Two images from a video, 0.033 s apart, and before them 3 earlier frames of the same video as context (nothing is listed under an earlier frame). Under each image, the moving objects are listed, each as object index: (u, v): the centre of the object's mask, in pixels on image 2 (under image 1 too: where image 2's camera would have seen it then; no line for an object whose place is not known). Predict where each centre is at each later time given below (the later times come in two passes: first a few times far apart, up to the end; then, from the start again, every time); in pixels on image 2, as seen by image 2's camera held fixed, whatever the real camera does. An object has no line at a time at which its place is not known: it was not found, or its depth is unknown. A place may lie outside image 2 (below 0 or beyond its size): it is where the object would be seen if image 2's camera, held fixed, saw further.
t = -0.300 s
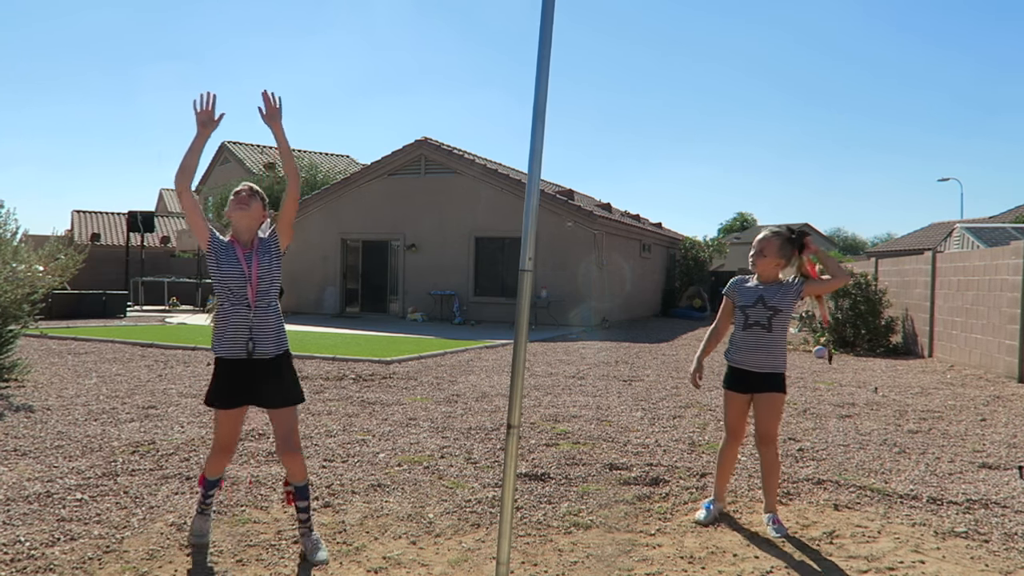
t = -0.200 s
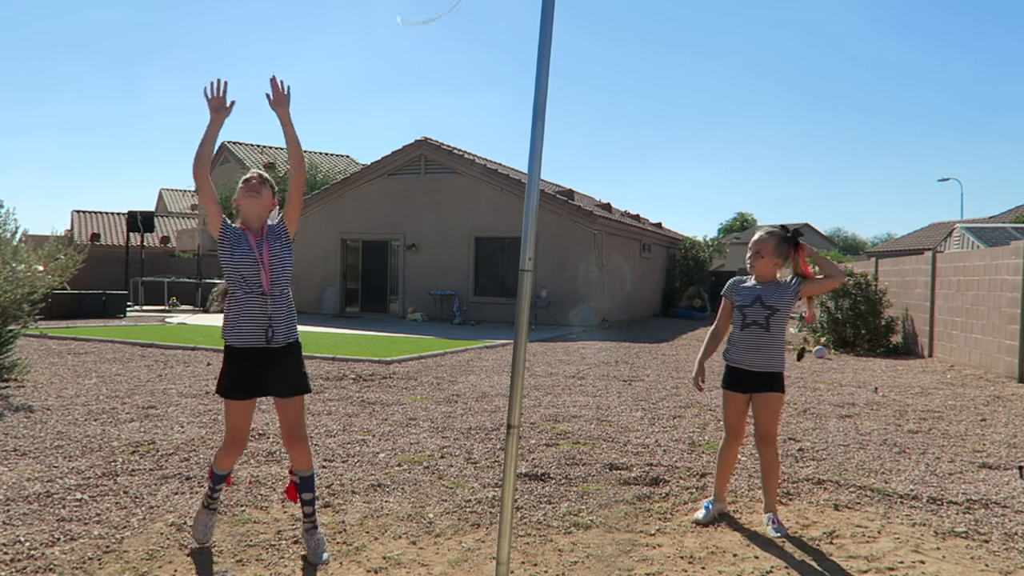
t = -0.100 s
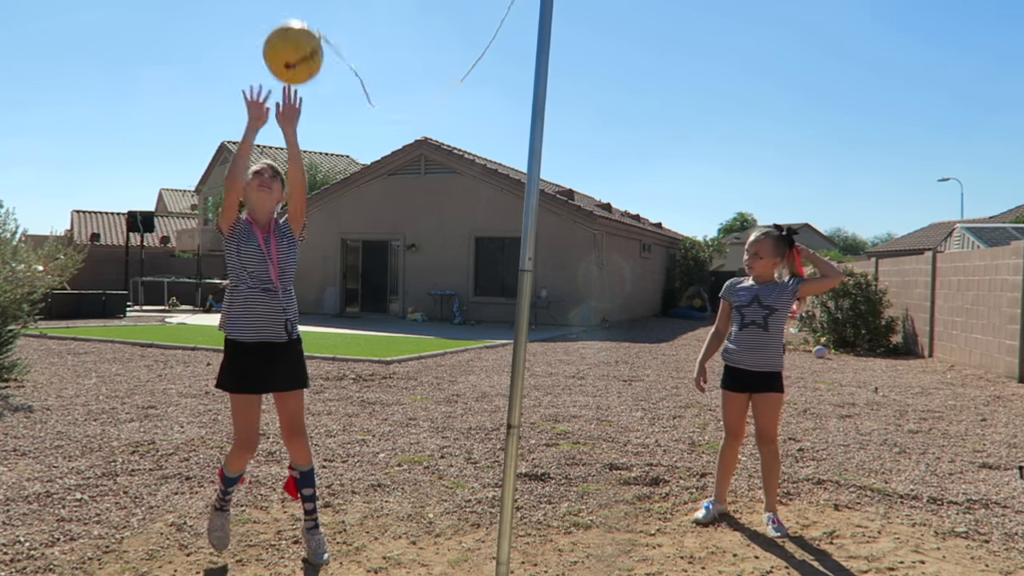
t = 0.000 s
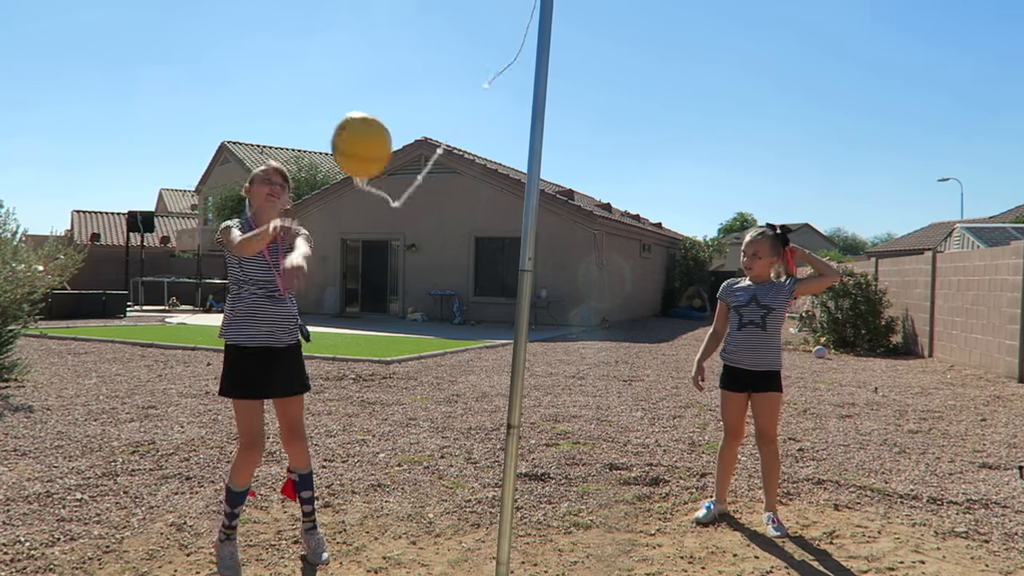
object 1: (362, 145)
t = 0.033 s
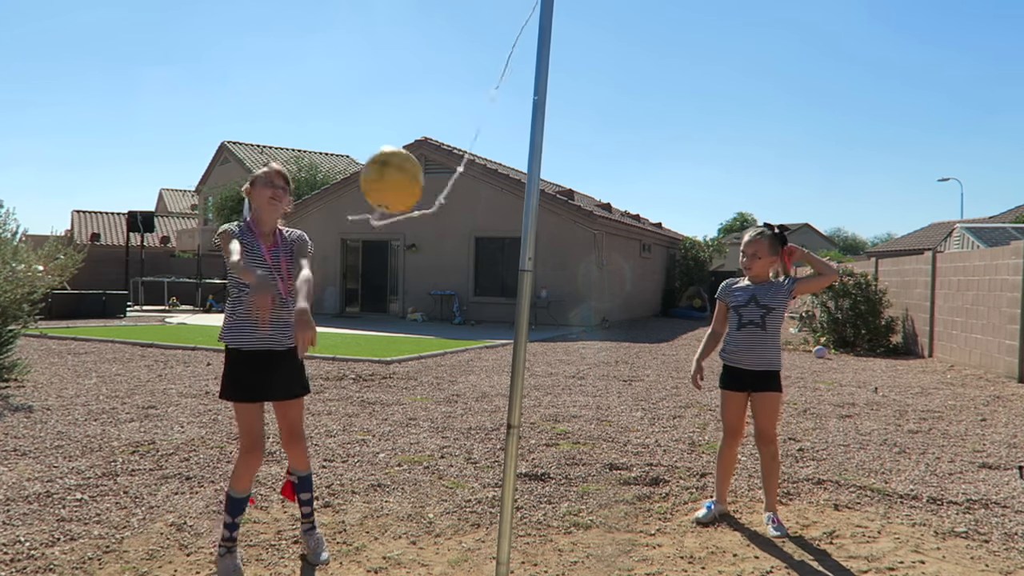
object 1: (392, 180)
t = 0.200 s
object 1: (530, 409)
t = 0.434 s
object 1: (703, 294)
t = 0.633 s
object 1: (869, 245)
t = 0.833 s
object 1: (986, 270)
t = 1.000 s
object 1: (944, 250)
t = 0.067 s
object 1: (421, 222)
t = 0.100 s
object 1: (452, 269)
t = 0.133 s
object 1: (489, 317)
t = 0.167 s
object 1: (509, 364)
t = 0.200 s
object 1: (530, 409)
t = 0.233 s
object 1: (552, 431)
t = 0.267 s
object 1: (571, 430)
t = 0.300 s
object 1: (591, 408)
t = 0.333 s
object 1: (615, 375)
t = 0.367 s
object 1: (643, 344)
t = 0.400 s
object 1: (672, 317)
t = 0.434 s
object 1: (703, 294)
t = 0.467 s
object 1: (732, 276)
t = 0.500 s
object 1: (760, 262)
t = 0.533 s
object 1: (786, 253)
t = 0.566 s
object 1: (812, 247)
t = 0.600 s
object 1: (839, 244)
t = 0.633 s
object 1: (869, 245)
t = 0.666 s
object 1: (902, 248)
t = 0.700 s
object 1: (938, 256)
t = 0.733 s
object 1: (970, 265)
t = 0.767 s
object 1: (984, 272)
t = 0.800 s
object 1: (988, 275)
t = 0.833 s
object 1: (986, 270)
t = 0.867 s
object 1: (980, 262)
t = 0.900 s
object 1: (973, 253)
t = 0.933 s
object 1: (964, 248)
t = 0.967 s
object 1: (953, 247)
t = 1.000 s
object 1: (944, 250)
